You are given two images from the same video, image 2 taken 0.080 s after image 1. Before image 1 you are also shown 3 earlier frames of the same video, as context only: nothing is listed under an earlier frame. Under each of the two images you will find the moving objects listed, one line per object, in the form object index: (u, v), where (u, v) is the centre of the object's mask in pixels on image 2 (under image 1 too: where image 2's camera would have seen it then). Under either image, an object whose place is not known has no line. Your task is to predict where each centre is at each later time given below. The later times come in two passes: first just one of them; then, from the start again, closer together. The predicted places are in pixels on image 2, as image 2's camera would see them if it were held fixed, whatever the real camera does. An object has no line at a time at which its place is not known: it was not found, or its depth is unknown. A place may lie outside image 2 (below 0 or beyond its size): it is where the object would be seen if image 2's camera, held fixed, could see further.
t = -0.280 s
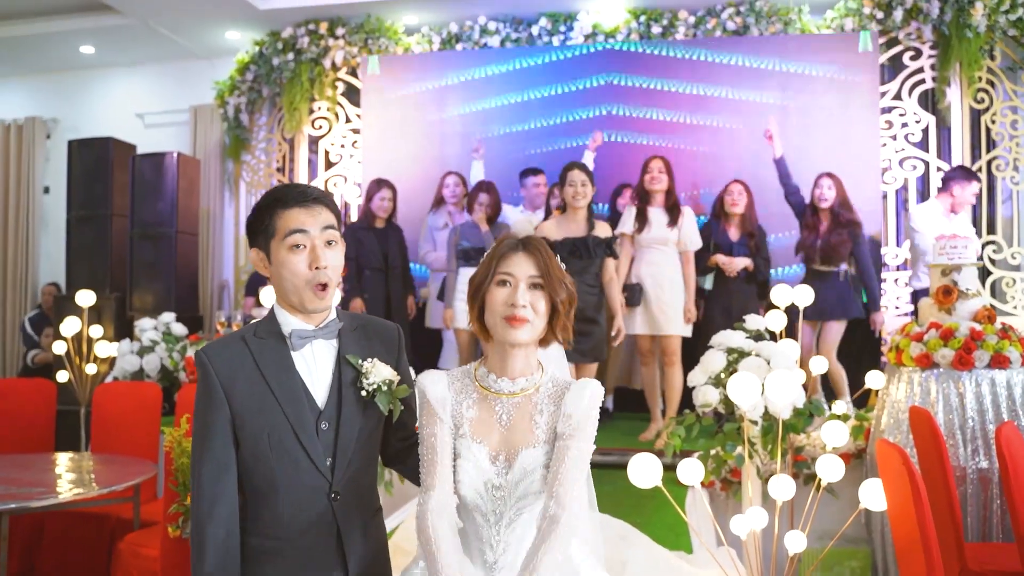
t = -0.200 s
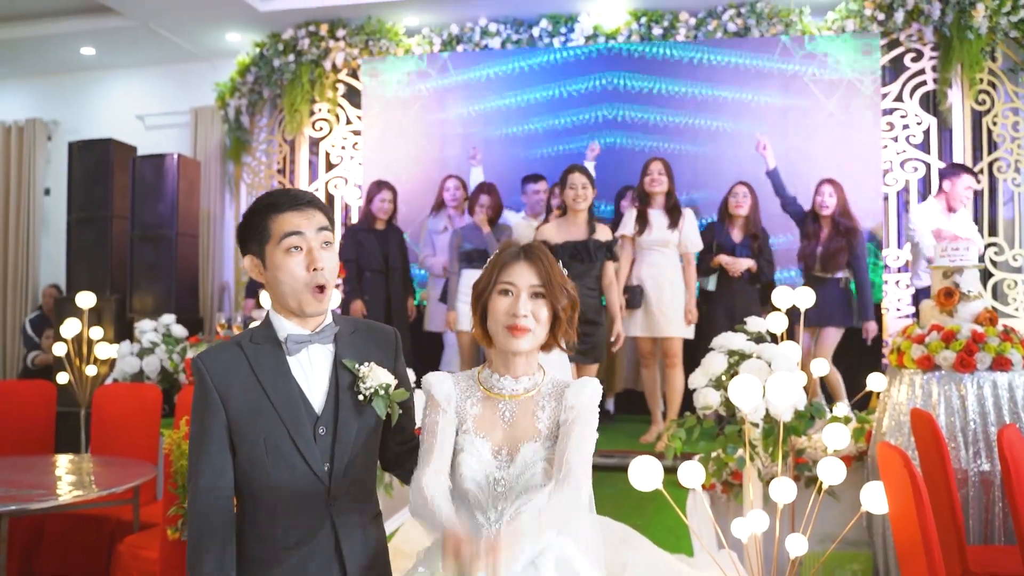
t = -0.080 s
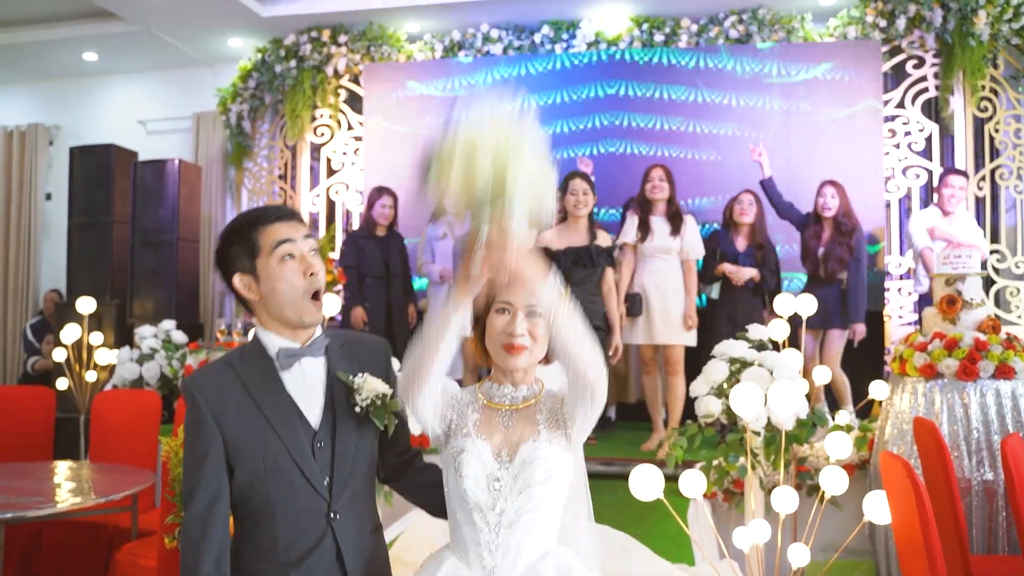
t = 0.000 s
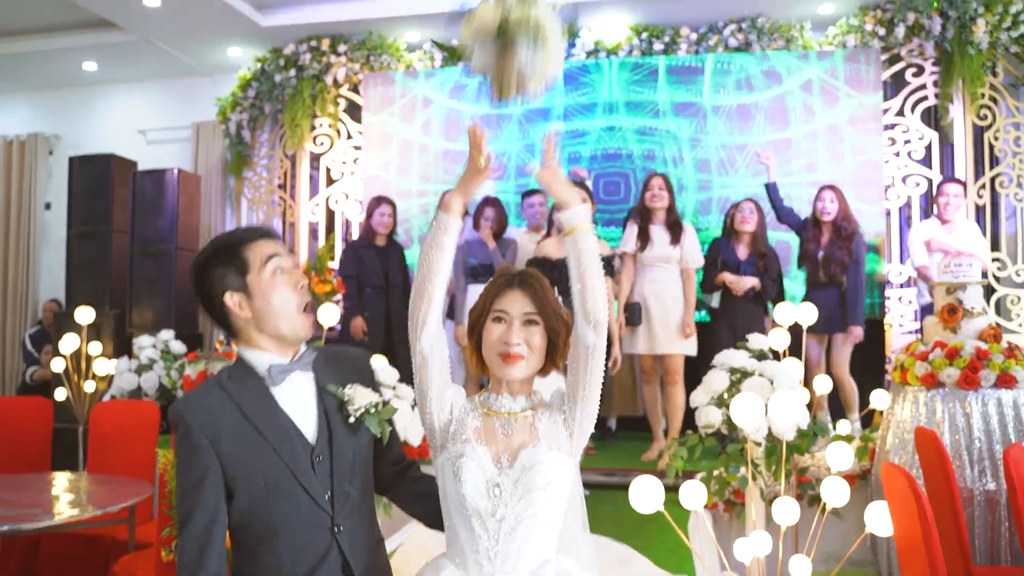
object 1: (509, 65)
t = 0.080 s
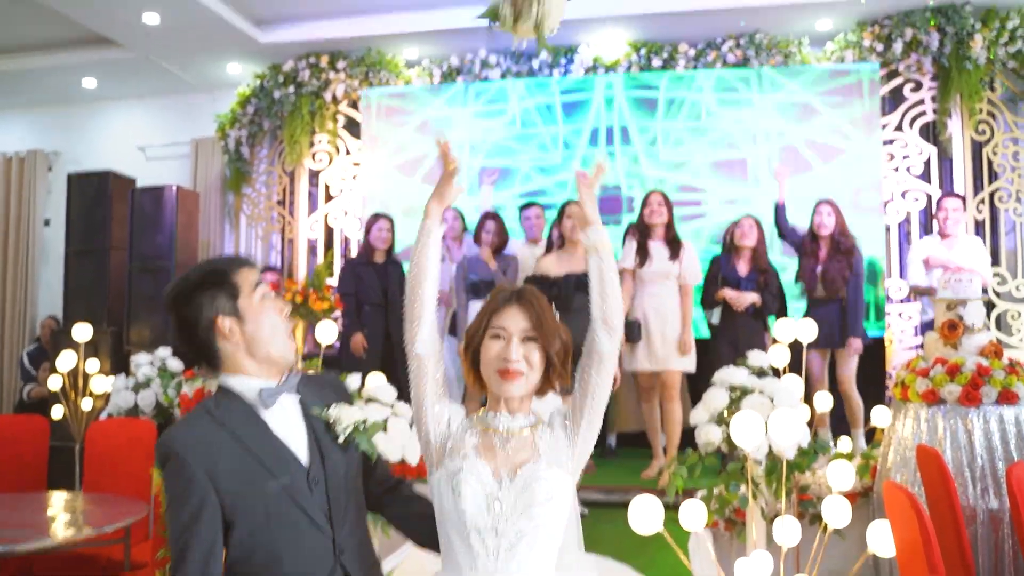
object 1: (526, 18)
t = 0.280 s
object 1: (547, -22)
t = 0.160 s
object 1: (539, -10)
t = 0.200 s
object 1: (543, -18)
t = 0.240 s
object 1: (544, -25)
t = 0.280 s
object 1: (547, -22)
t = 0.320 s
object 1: (549, -13)
